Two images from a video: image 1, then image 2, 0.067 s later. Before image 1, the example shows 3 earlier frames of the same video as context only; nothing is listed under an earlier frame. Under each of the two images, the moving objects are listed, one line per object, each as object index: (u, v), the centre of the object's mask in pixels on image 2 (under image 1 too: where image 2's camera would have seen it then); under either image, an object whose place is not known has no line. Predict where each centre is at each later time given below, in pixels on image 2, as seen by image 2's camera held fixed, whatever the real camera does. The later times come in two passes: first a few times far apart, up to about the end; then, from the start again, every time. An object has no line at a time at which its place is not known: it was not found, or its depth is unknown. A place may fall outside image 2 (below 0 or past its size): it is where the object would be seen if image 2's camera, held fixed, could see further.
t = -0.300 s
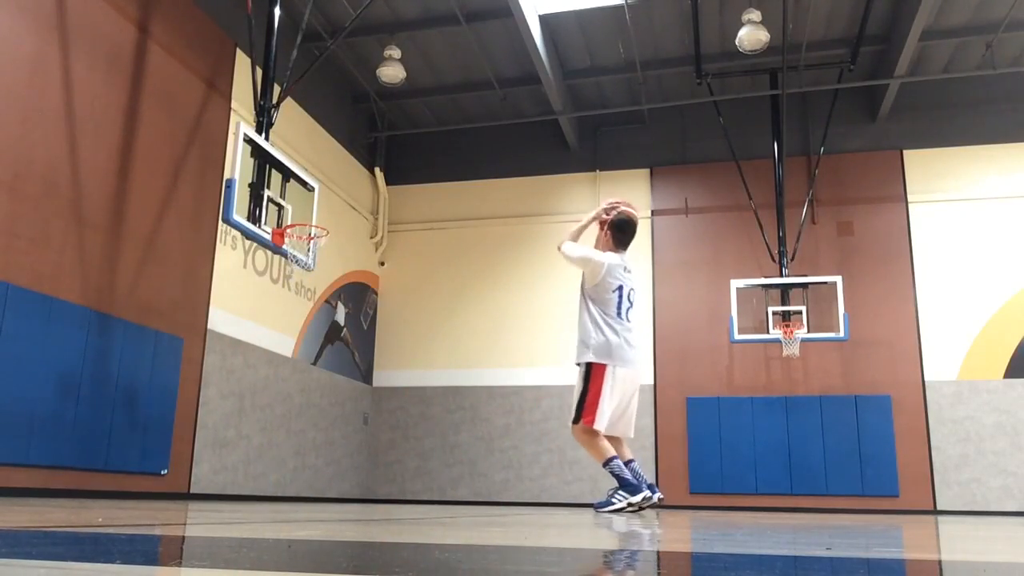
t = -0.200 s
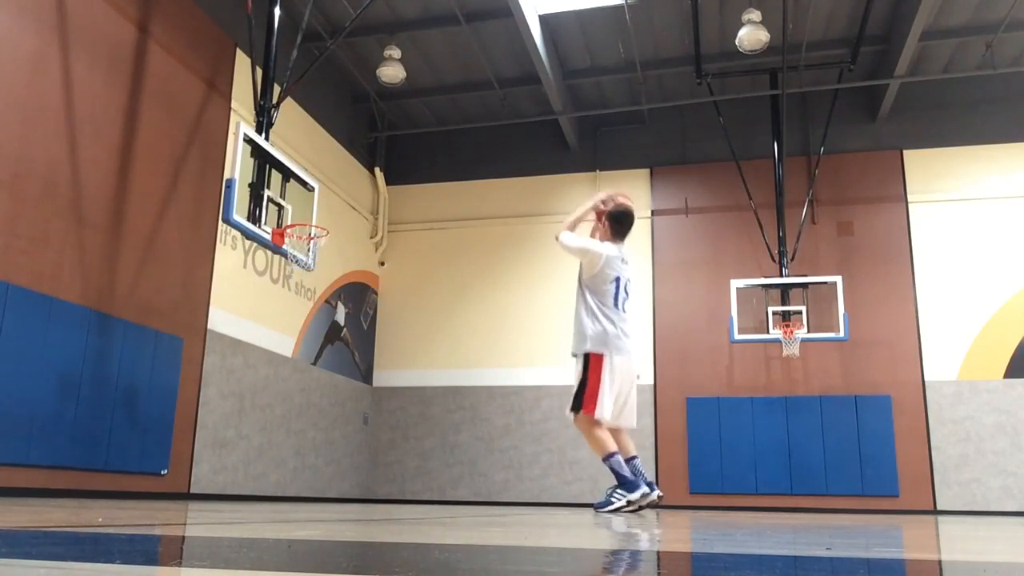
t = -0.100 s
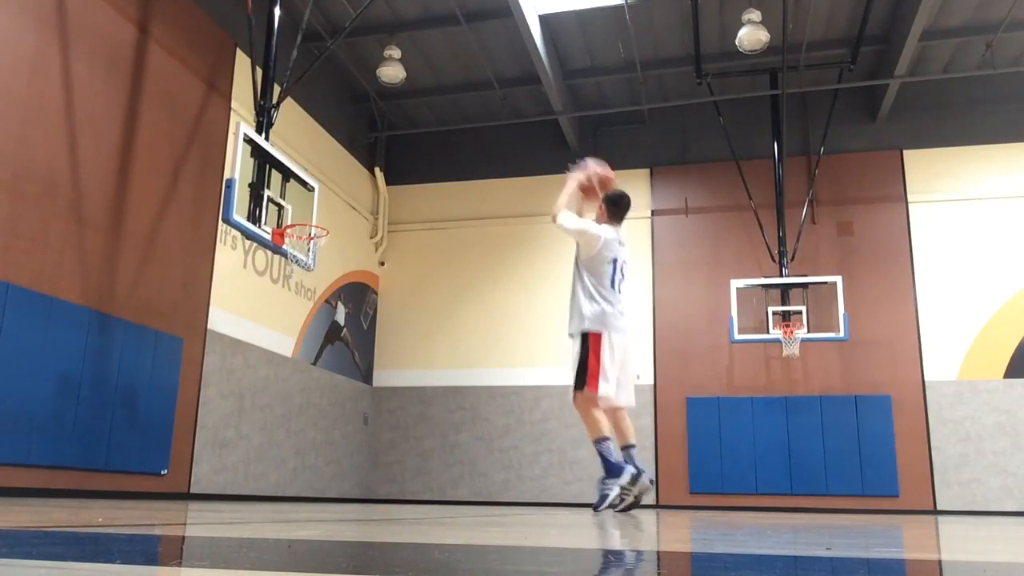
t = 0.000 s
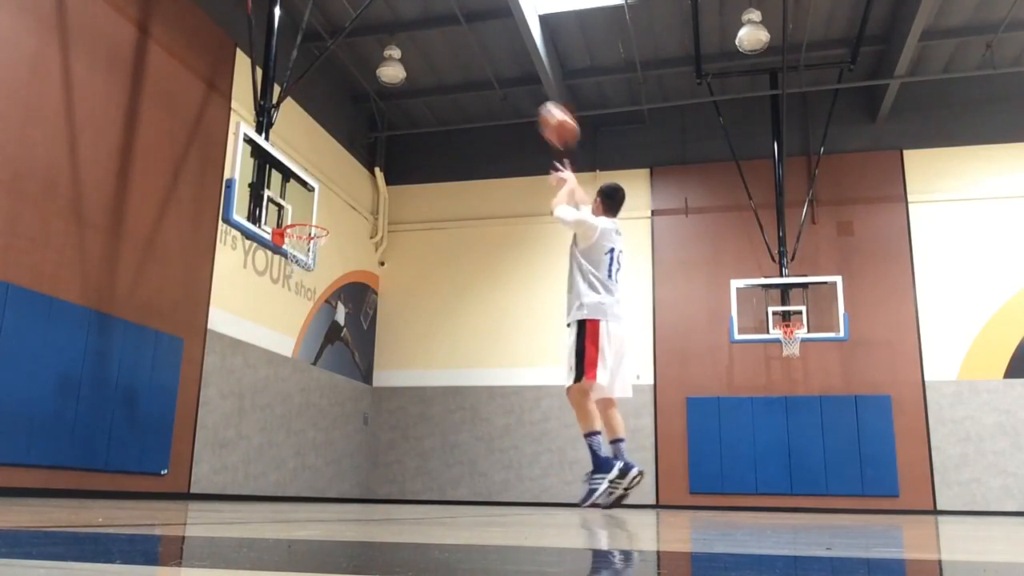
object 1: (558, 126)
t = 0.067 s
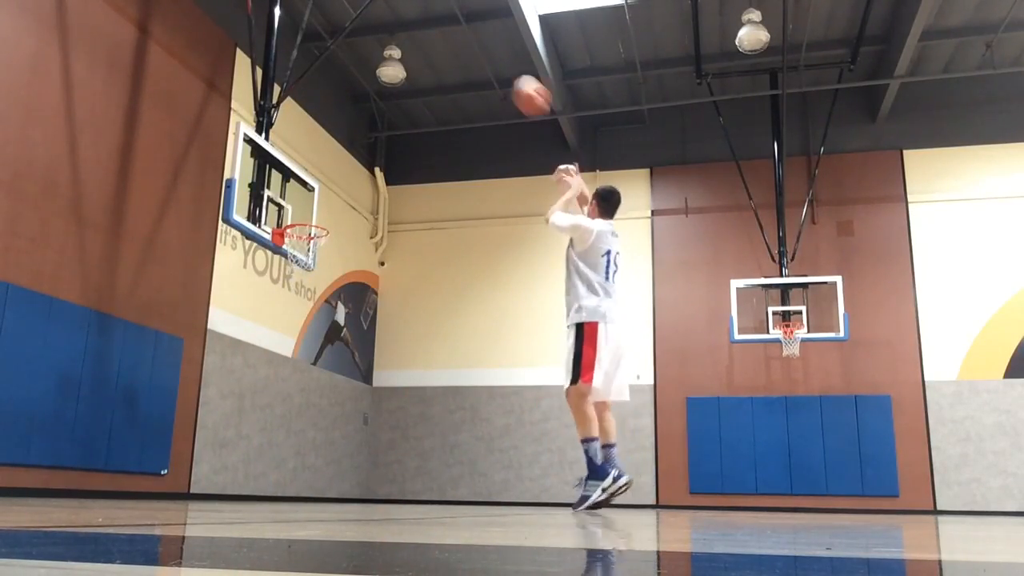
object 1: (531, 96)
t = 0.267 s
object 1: (466, 53)
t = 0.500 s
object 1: (408, 60)
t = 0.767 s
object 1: (349, 123)
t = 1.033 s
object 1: (302, 229)
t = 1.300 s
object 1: (366, 173)
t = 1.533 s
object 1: (428, 173)
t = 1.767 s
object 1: (497, 230)
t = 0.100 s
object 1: (519, 85)
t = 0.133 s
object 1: (508, 75)
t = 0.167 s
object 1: (497, 67)
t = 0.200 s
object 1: (486, 61)
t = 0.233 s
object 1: (476, 57)
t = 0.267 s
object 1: (466, 53)
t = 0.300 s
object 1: (457, 51)
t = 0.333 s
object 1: (448, 50)
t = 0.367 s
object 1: (439, 50)
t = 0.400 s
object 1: (431, 51)
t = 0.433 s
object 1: (423, 53)
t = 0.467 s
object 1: (415, 57)
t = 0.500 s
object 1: (408, 60)
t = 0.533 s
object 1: (400, 64)
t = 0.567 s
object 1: (391, 72)
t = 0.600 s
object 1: (383, 79)
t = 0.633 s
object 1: (377, 86)
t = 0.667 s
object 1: (370, 94)
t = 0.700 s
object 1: (363, 103)
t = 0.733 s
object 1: (356, 113)
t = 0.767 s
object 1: (349, 123)
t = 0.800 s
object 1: (344, 133)
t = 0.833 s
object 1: (338, 145)
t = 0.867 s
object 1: (331, 157)
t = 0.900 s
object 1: (325, 172)
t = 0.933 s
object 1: (317, 186)
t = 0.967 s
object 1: (310, 202)
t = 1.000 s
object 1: (304, 214)
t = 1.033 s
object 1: (302, 229)
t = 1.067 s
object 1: (309, 216)
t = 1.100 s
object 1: (318, 207)
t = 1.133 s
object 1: (327, 200)
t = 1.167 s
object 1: (334, 193)
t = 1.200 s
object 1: (341, 187)
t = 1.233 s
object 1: (349, 181)
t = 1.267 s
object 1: (358, 177)
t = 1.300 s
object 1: (366, 173)
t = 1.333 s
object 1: (375, 169)
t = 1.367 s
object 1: (384, 168)
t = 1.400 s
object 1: (393, 167)
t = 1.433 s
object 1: (401, 168)
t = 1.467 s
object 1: (410, 169)
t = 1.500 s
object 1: (419, 170)
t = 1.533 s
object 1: (428, 173)
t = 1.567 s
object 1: (437, 177)
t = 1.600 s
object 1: (447, 183)
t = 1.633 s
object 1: (456, 190)
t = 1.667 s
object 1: (466, 198)
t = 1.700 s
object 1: (477, 206)
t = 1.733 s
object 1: (486, 217)
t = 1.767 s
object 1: (497, 230)
